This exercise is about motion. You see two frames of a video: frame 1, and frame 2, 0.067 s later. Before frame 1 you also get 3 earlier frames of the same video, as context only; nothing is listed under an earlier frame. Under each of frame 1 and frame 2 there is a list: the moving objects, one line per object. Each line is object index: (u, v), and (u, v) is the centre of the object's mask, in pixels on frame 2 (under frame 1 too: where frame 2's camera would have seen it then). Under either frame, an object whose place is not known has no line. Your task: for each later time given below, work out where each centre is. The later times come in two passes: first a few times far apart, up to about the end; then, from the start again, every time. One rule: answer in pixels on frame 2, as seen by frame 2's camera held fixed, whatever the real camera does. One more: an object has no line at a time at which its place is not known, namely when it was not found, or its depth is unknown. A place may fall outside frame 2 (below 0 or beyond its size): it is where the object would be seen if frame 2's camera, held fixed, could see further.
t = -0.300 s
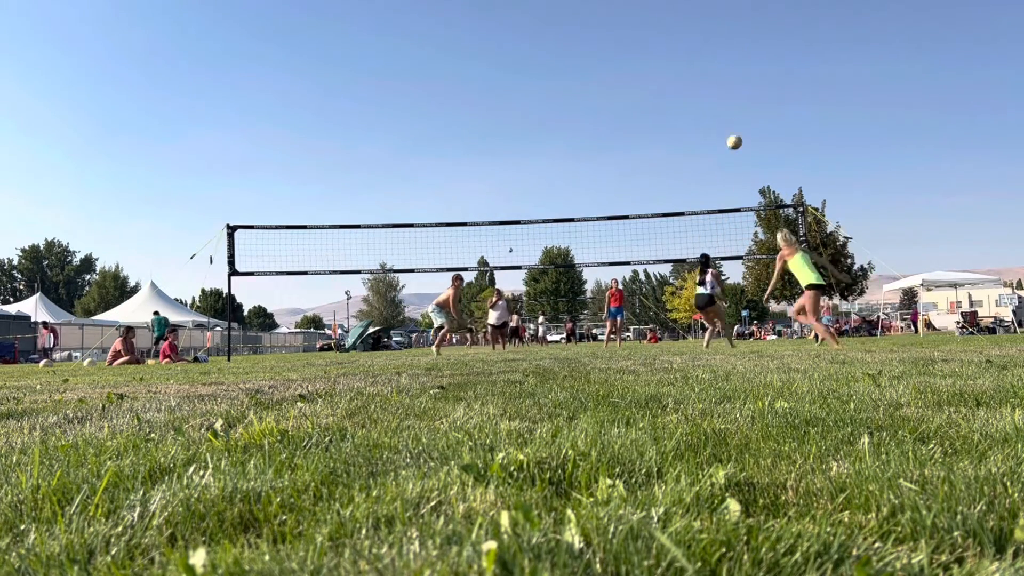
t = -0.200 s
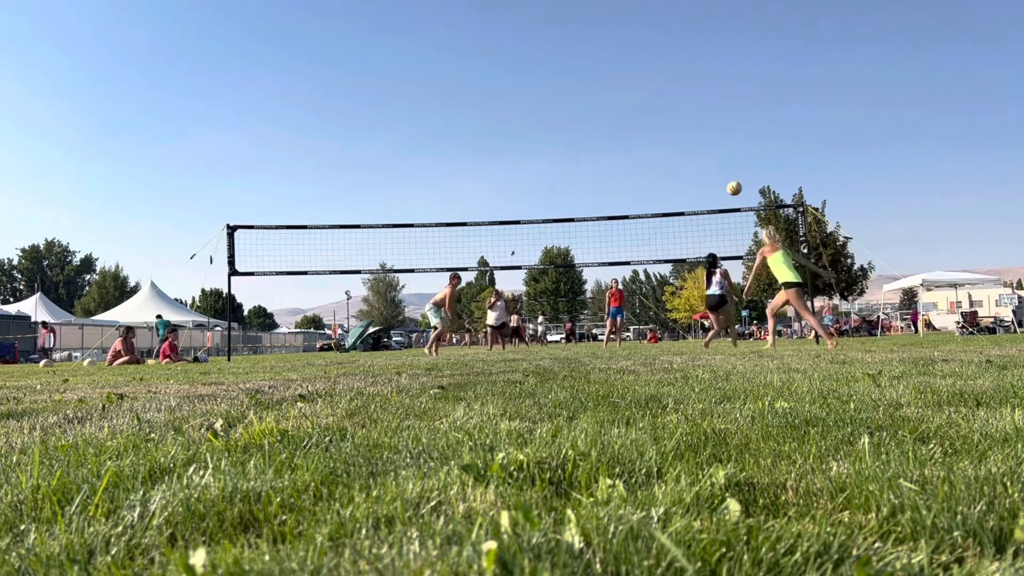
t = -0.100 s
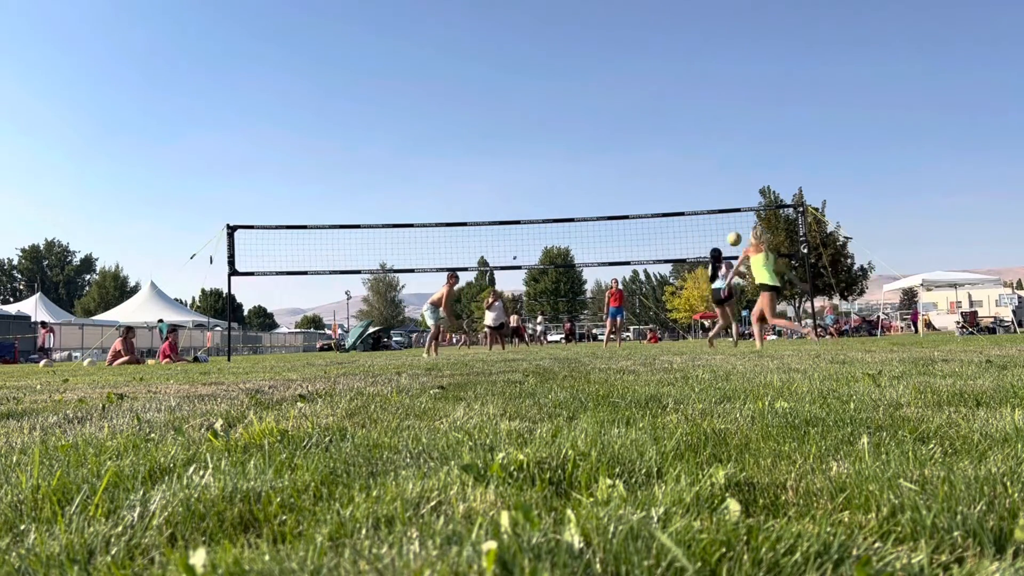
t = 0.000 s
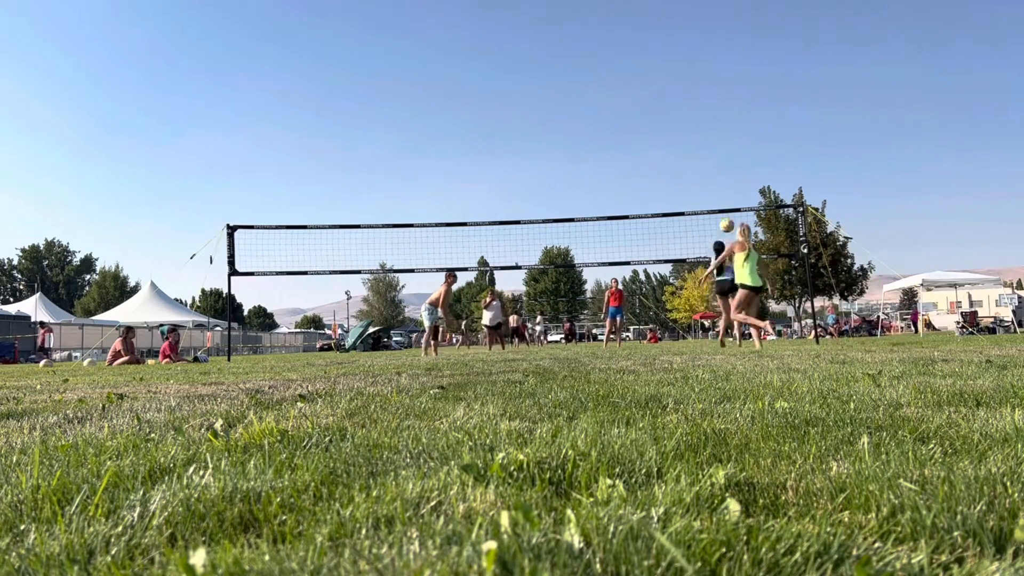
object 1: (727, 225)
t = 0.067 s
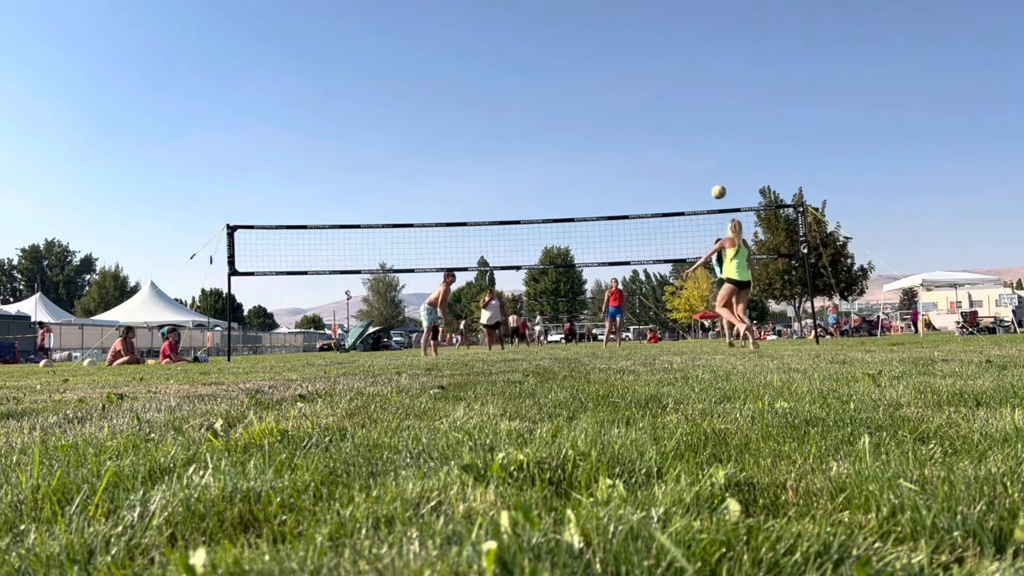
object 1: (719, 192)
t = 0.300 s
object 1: (692, 99)
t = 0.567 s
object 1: (663, 37)
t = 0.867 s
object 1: (633, 21)
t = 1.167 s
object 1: (604, 57)
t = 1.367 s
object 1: (586, 110)
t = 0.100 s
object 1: (715, 176)
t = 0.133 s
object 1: (711, 161)
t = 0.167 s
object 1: (707, 148)
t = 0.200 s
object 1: (703, 134)
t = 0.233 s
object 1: (699, 122)
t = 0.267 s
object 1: (695, 110)
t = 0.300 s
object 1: (692, 99)
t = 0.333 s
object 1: (688, 89)
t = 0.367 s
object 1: (685, 79)
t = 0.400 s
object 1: (681, 71)
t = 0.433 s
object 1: (678, 63)
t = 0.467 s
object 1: (674, 55)
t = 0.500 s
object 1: (670, 48)
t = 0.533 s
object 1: (667, 42)
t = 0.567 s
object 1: (663, 37)
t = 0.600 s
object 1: (660, 33)
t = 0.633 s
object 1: (656, 29)
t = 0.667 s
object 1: (653, 26)
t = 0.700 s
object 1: (649, 23)
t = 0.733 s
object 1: (646, 22)
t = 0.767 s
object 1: (643, 20)
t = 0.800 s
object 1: (640, 20)
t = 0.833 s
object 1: (636, 20)
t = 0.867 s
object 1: (633, 21)
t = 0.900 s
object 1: (630, 22)
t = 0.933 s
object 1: (626, 24)
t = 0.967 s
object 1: (623, 27)
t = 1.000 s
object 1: (620, 30)
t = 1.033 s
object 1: (617, 34)
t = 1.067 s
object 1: (613, 39)
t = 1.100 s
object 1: (610, 45)
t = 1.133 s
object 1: (607, 51)
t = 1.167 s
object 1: (604, 57)
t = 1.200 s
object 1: (601, 64)
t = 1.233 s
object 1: (598, 72)
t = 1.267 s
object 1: (595, 81)
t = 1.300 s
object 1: (592, 90)
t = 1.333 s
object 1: (589, 100)
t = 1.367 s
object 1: (586, 110)
